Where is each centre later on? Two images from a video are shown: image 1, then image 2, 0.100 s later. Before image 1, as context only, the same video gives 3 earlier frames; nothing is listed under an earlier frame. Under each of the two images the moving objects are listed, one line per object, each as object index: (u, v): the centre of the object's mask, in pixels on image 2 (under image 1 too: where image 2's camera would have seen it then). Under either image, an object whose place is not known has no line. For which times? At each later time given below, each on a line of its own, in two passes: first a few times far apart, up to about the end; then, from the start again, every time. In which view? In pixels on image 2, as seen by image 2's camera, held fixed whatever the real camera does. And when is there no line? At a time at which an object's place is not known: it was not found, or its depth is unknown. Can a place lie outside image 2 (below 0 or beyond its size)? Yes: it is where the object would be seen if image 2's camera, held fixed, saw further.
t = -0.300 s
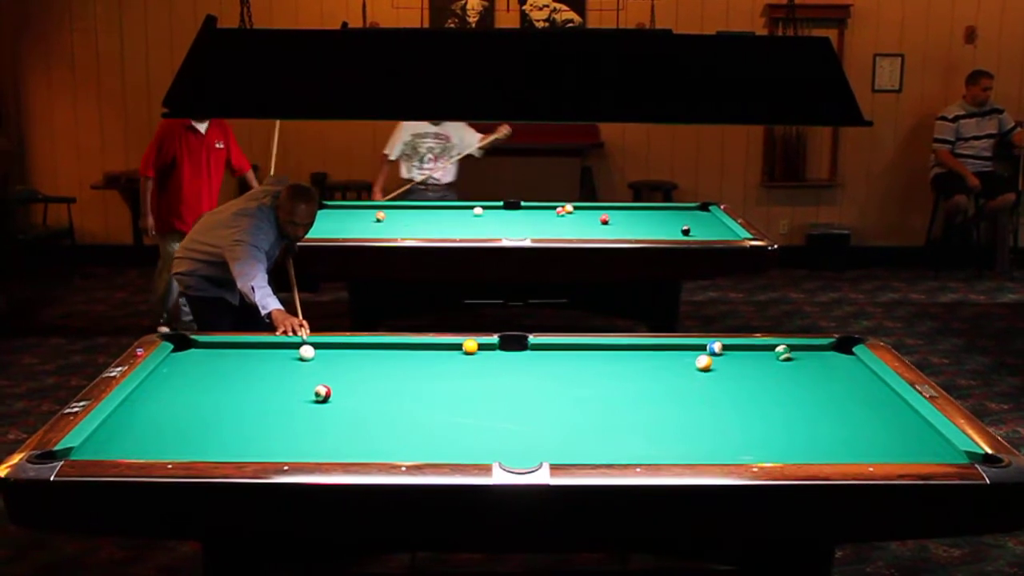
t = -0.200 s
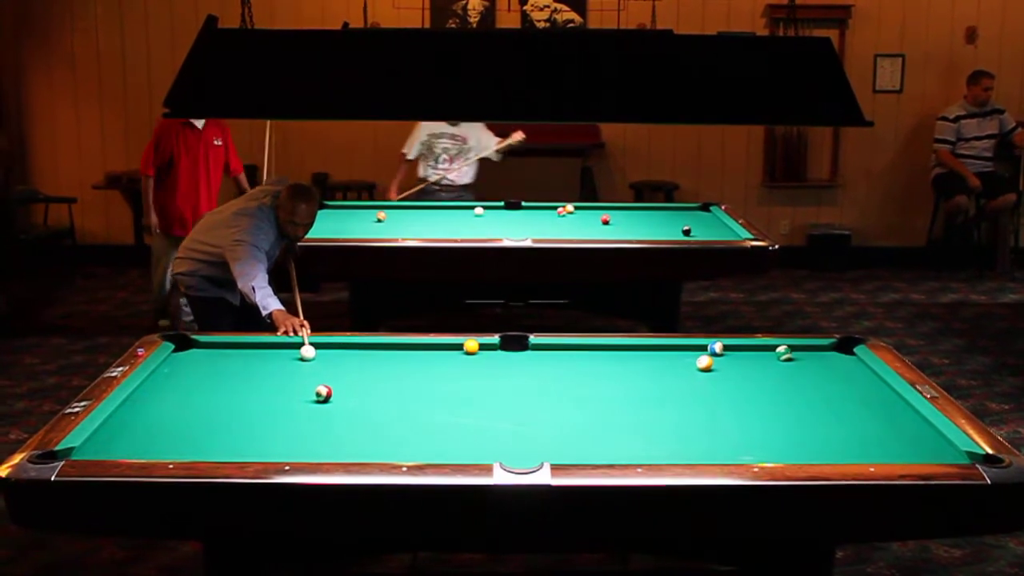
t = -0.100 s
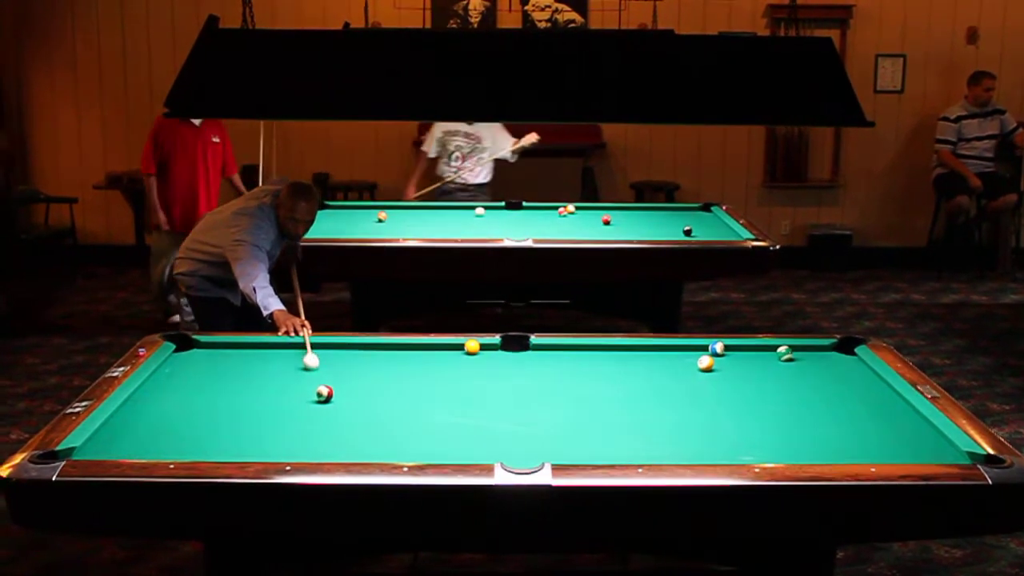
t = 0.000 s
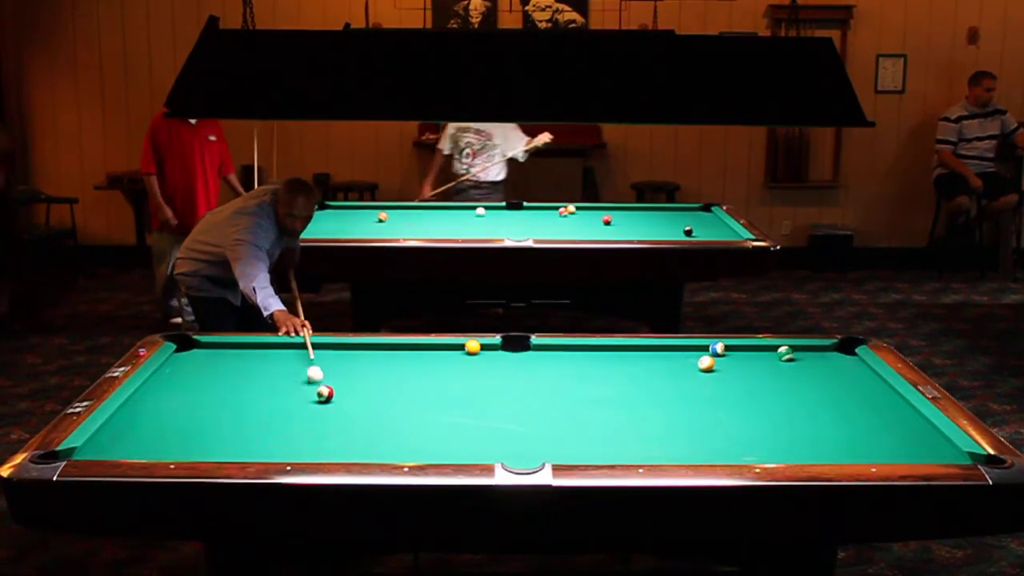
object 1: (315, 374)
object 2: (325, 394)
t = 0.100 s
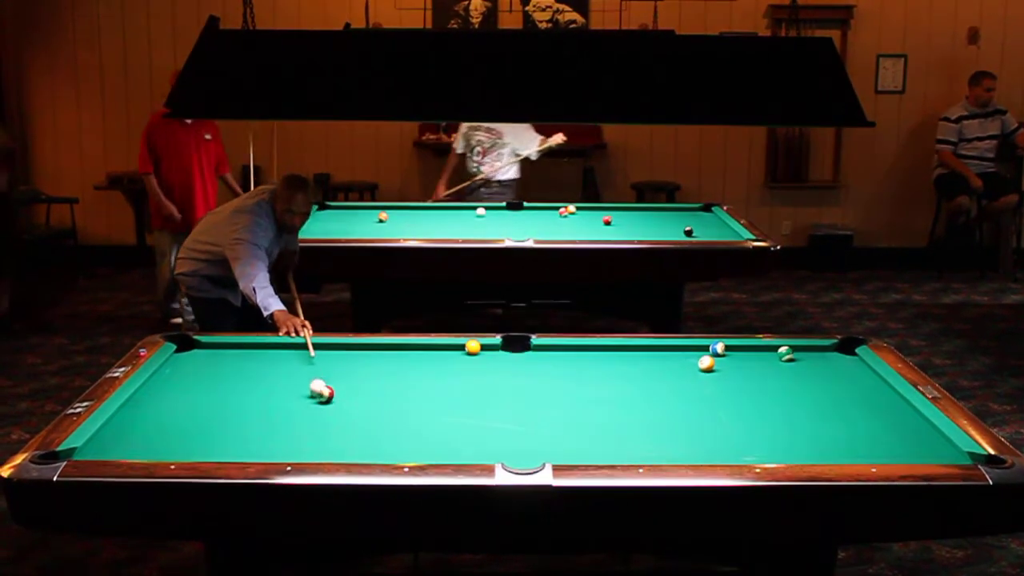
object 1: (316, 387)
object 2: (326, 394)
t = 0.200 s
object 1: (305, 392)
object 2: (341, 404)
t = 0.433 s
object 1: (278, 405)
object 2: (373, 424)
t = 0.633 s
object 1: (255, 416)
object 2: (401, 442)
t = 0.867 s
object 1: (227, 430)
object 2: (434, 453)
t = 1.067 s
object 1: (203, 443)
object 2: (454, 446)
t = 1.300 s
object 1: (175, 452)
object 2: (475, 434)
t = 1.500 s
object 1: (170, 448)
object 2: (492, 426)
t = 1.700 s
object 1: (167, 442)
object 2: (507, 417)
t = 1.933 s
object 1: (163, 436)
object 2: (523, 408)
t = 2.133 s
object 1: (159, 431)
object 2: (536, 401)
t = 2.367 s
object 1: (156, 425)
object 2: (550, 393)
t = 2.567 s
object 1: (154, 420)
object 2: (561, 387)
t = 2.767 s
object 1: (152, 416)
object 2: (571, 382)
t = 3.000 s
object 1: (150, 412)
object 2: (582, 376)
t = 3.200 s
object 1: (148, 409)
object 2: (590, 371)
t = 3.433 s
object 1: (146, 406)
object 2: (599, 366)
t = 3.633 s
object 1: (145, 403)
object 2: (606, 362)
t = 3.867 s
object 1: (144, 401)
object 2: (614, 358)
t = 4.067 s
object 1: (143, 399)
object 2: (620, 355)
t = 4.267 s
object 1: (142, 397)
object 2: (624, 352)
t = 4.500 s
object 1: (141, 396)
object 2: (630, 349)
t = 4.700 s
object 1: (141, 395)
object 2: (635, 349)
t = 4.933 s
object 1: (141, 395)
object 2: (639, 350)
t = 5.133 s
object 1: (141, 394)
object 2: (643, 351)
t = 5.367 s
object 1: (141, 394)
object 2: (647, 353)
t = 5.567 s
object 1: (142, 394)
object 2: (649, 354)
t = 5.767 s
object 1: (142, 395)
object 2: (650, 354)
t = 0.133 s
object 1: (314, 389)
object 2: (330, 397)
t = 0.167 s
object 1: (309, 391)
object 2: (335, 401)
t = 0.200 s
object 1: (305, 392)
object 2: (341, 404)
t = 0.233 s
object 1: (301, 394)
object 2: (346, 407)
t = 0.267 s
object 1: (297, 395)
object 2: (350, 410)
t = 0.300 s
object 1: (294, 398)
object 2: (355, 413)
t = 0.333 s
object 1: (290, 399)
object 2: (359, 415)
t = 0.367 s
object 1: (286, 401)
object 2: (363, 418)
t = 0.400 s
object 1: (282, 403)
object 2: (368, 421)
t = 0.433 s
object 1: (278, 405)
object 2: (373, 424)
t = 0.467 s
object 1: (275, 407)
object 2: (377, 427)
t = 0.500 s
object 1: (271, 409)
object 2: (382, 431)
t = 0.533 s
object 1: (267, 411)
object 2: (386, 433)
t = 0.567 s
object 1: (263, 413)
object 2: (391, 436)
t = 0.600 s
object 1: (259, 415)
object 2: (396, 440)
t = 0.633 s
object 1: (255, 416)
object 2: (401, 442)
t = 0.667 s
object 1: (251, 418)
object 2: (406, 446)
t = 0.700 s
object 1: (247, 420)
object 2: (411, 448)
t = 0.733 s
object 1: (243, 422)
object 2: (415, 450)
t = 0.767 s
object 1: (239, 424)
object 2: (420, 452)
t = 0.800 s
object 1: (235, 426)
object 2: (427, 454)
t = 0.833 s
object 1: (231, 428)
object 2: (431, 454)
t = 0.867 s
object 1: (227, 430)
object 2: (434, 453)
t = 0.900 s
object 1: (223, 432)
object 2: (438, 452)
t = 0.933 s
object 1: (219, 434)
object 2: (441, 451)
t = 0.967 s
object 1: (215, 436)
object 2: (444, 450)
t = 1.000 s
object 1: (211, 439)
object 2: (448, 448)
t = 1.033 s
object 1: (207, 441)
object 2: (451, 447)
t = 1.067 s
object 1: (203, 443)
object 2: (454, 446)
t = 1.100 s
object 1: (198, 445)
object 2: (457, 444)
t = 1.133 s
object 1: (194, 446)
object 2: (460, 443)
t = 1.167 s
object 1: (191, 447)
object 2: (464, 441)
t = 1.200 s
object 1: (187, 448)
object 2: (466, 440)
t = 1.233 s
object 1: (183, 450)
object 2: (469, 438)
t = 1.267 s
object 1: (178, 451)
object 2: (472, 436)
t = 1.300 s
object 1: (175, 452)
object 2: (475, 434)
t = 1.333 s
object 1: (175, 451)
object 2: (478, 433)
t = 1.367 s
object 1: (174, 450)
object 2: (481, 431)
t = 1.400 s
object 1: (173, 449)
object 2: (483, 430)
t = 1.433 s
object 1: (173, 449)
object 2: (486, 429)
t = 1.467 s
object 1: (171, 449)
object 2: (489, 427)
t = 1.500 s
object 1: (170, 448)
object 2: (492, 426)
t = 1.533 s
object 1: (170, 447)
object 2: (494, 425)
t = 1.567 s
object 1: (169, 446)
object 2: (497, 423)
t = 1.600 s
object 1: (168, 446)
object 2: (500, 421)
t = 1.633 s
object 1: (168, 444)
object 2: (502, 420)
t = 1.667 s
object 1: (168, 444)
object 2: (505, 418)
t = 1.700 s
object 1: (167, 442)
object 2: (507, 417)
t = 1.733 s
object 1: (166, 442)
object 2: (509, 416)
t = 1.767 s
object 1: (165, 440)
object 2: (512, 414)
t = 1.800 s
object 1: (165, 440)
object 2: (514, 413)
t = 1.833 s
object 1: (164, 439)
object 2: (516, 412)
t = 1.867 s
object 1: (164, 438)
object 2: (519, 411)
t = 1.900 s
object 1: (163, 437)
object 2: (521, 409)
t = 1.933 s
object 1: (163, 436)
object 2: (523, 408)
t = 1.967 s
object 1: (162, 435)
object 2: (525, 407)
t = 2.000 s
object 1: (162, 434)
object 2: (528, 406)
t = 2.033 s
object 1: (161, 433)
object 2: (530, 405)
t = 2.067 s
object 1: (161, 432)
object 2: (532, 404)
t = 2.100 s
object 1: (160, 431)
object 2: (533, 402)
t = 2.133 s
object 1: (159, 431)
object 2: (536, 401)
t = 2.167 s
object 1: (159, 430)
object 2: (538, 400)
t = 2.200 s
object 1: (159, 429)
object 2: (540, 399)
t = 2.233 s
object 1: (158, 428)
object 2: (542, 398)
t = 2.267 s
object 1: (158, 427)
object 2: (544, 397)
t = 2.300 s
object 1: (157, 426)
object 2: (546, 395)
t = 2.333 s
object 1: (157, 425)
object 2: (548, 394)
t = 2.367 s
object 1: (156, 425)
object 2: (550, 393)
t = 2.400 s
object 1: (156, 424)
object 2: (552, 392)
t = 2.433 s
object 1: (155, 423)
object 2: (554, 391)
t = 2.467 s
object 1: (155, 422)
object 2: (556, 390)
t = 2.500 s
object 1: (155, 422)
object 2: (557, 389)
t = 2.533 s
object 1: (154, 421)
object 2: (559, 388)
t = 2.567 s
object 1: (154, 420)
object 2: (561, 387)
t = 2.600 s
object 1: (154, 420)
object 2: (562, 386)
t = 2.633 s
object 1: (153, 419)
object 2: (564, 385)
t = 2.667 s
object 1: (153, 418)
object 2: (566, 385)
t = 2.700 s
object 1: (153, 418)
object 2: (568, 384)
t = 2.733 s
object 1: (152, 417)
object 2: (569, 383)
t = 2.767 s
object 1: (152, 416)
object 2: (571, 382)
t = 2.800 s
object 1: (152, 416)
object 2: (573, 380)
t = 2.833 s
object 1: (151, 415)
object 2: (574, 380)
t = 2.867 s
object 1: (151, 414)
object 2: (576, 379)
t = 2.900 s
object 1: (151, 414)
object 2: (577, 378)
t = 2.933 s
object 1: (151, 413)
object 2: (579, 378)
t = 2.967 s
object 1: (150, 413)
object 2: (580, 377)
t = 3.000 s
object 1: (150, 412)
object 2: (582, 376)
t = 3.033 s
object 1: (149, 412)
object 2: (583, 375)
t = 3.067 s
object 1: (149, 411)
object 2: (584, 373)
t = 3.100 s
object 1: (149, 411)
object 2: (586, 373)
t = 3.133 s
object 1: (148, 410)
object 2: (587, 373)
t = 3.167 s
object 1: (148, 410)
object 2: (589, 372)
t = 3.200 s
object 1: (148, 409)
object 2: (590, 371)
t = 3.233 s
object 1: (147, 409)
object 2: (591, 371)
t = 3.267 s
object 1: (147, 408)
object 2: (593, 370)
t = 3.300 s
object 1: (147, 408)
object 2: (595, 369)
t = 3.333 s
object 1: (147, 407)
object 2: (596, 368)
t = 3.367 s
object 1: (146, 407)
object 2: (597, 367)
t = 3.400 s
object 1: (146, 406)
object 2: (598, 367)
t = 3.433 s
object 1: (146, 406)
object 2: (599, 366)
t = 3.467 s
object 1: (146, 405)
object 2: (601, 365)
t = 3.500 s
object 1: (145, 405)
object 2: (601, 365)
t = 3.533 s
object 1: (145, 404)
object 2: (603, 364)
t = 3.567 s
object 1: (145, 404)
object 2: (604, 363)
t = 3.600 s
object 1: (145, 404)
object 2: (605, 363)
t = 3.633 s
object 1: (145, 403)
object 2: (606, 362)
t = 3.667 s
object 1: (145, 403)
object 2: (607, 361)
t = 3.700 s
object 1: (144, 402)
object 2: (608, 361)
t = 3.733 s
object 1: (145, 402)
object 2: (609, 360)
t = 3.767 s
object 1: (144, 402)
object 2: (611, 360)
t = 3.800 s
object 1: (144, 402)
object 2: (612, 359)
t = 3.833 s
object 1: (144, 401)
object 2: (613, 359)
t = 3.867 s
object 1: (144, 401)
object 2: (614, 358)
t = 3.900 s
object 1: (144, 400)
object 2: (615, 357)
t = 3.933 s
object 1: (143, 400)
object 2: (616, 356)
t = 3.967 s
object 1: (143, 400)
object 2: (617, 356)
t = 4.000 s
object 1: (143, 400)
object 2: (618, 355)
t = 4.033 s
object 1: (143, 399)
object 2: (619, 355)
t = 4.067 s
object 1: (143, 399)
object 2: (620, 355)
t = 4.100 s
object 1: (143, 399)
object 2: (620, 354)
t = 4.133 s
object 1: (143, 398)
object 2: (621, 354)
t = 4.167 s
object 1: (143, 398)
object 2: (622, 353)
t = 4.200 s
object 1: (142, 398)
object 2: (623, 353)
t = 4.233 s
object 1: (142, 398)
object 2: (624, 352)
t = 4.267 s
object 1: (142, 397)
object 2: (624, 352)
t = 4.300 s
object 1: (142, 397)
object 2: (625, 351)
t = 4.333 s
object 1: (142, 397)
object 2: (626, 350)
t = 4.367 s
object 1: (142, 397)
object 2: (627, 350)
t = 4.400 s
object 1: (142, 397)
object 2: (628, 349)
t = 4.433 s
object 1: (142, 396)
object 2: (629, 349)
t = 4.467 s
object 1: (141, 396)
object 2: (629, 349)
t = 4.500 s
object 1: (141, 396)
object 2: (630, 349)
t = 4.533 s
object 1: (141, 396)
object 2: (631, 348)
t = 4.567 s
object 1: (141, 396)
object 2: (632, 348)
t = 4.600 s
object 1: (141, 396)
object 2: (633, 348)
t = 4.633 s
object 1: (141, 396)
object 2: (633, 349)
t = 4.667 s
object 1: (141, 395)
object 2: (634, 349)
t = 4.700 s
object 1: (141, 395)
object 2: (635, 349)
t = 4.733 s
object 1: (141, 395)
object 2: (635, 349)
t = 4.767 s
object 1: (141, 395)
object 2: (636, 349)
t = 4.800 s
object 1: (141, 395)
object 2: (636, 349)
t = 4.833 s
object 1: (141, 395)
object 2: (637, 350)
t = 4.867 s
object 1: (141, 395)
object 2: (638, 350)
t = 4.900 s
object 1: (141, 395)
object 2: (638, 350)
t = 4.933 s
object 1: (141, 395)
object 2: (639, 350)
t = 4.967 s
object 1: (141, 394)
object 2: (640, 350)
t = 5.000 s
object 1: (141, 394)
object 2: (640, 351)
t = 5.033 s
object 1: (141, 394)
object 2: (641, 351)
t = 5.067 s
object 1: (141, 394)
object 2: (642, 351)
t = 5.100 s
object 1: (141, 394)
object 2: (642, 351)
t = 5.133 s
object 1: (141, 394)
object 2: (643, 351)
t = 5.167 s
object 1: (141, 394)
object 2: (643, 352)
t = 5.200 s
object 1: (141, 394)
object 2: (644, 352)
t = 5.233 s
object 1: (141, 394)
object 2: (645, 352)
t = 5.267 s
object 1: (141, 394)
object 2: (645, 352)
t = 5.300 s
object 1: (141, 394)
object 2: (646, 353)
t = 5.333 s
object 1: (141, 394)
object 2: (646, 353)
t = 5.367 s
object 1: (141, 394)
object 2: (647, 353)
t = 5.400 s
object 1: (141, 394)
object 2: (647, 353)
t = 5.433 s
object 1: (141, 394)
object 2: (647, 353)
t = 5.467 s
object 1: (141, 394)
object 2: (648, 353)
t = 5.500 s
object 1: (142, 394)
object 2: (648, 353)
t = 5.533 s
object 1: (142, 394)
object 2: (649, 354)
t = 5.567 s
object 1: (142, 394)
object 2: (649, 354)
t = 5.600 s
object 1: (142, 394)
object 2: (650, 354)
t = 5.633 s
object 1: (142, 395)
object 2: (650, 354)
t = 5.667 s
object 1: (142, 394)
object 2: (650, 354)
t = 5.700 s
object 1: (142, 394)
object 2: (650, 354)
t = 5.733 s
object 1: (141, 395)
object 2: (650, 354)
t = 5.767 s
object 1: (142, 395)
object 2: (650, 354)
